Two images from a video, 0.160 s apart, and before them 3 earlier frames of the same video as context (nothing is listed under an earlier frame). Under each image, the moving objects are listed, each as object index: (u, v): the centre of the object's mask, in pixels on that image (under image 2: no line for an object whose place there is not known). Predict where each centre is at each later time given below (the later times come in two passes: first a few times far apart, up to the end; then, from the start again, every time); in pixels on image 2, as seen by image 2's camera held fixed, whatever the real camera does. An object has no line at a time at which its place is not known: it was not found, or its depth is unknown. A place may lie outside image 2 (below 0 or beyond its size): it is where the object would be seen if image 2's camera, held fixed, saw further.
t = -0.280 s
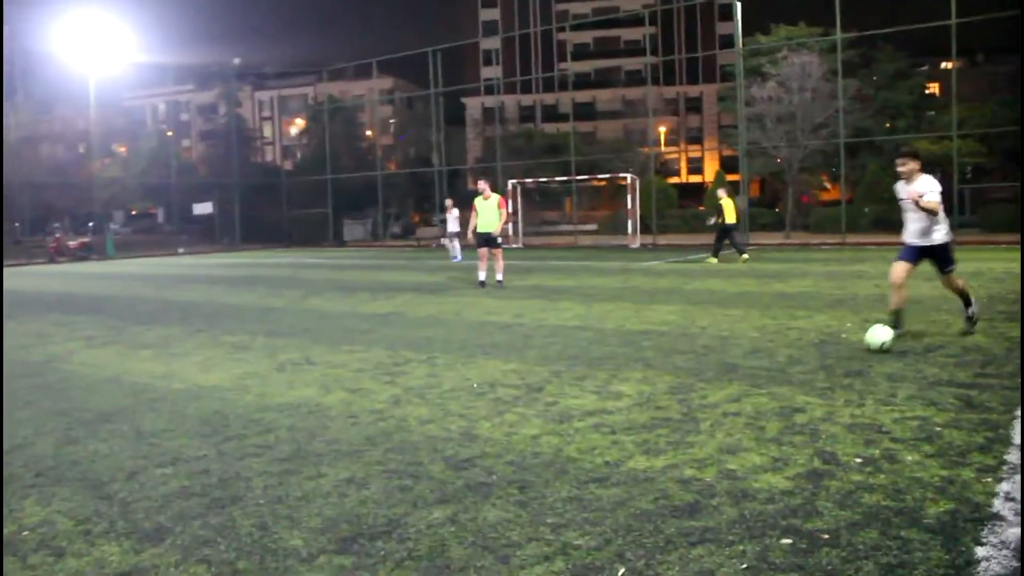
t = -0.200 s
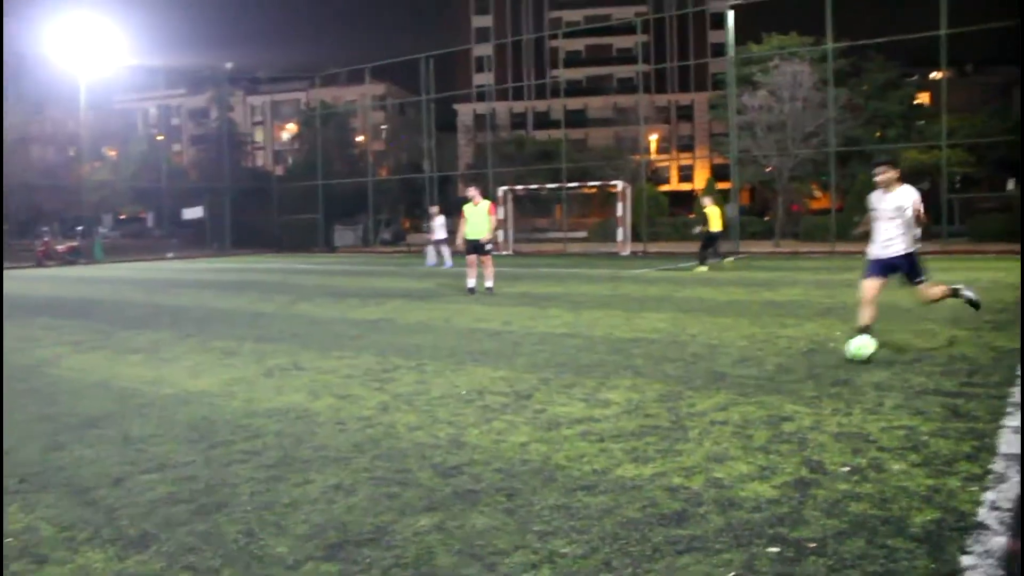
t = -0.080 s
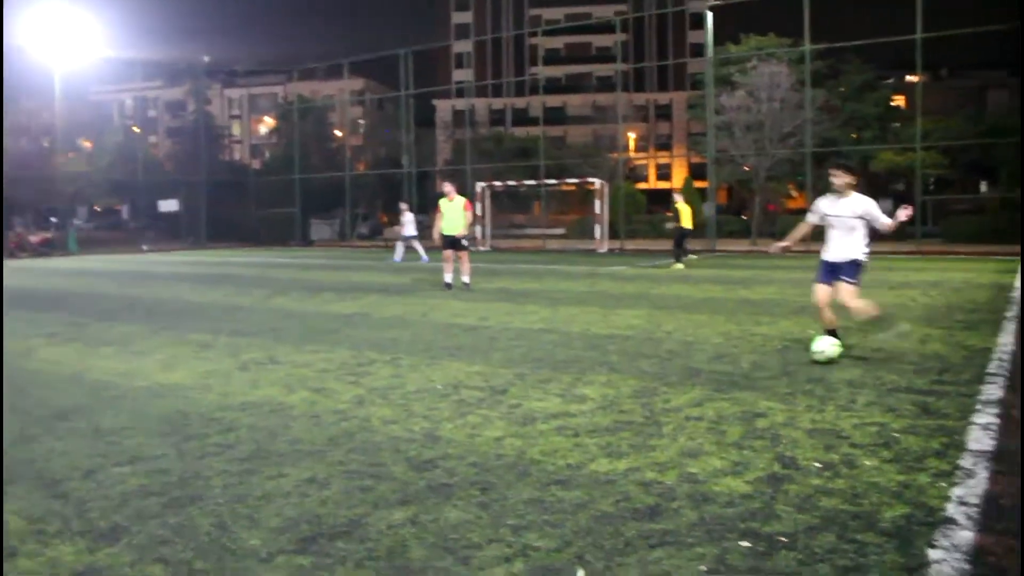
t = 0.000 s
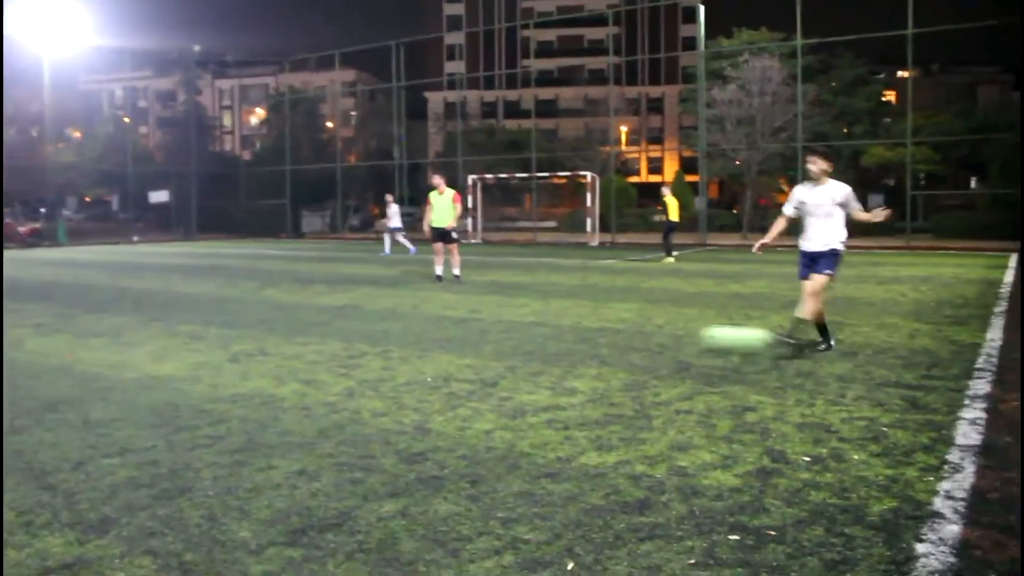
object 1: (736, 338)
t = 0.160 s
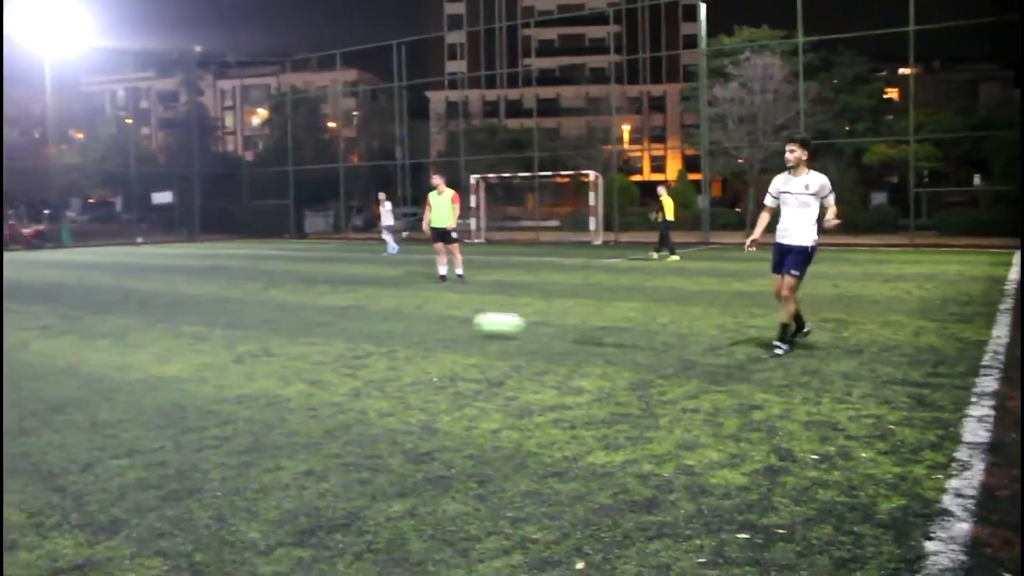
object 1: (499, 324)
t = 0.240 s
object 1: (401, 321)
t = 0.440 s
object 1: (220, 311)
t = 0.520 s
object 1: (165, 307)
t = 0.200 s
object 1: (448, 321)
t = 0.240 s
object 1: (401, 321)
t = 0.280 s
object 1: (359, 320)
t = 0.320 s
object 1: (319, 317)
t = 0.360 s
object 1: (284, 315)
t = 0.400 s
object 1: (251, 313)
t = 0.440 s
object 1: (220, 311)
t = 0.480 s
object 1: (192, 308)
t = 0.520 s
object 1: (165, 307)
